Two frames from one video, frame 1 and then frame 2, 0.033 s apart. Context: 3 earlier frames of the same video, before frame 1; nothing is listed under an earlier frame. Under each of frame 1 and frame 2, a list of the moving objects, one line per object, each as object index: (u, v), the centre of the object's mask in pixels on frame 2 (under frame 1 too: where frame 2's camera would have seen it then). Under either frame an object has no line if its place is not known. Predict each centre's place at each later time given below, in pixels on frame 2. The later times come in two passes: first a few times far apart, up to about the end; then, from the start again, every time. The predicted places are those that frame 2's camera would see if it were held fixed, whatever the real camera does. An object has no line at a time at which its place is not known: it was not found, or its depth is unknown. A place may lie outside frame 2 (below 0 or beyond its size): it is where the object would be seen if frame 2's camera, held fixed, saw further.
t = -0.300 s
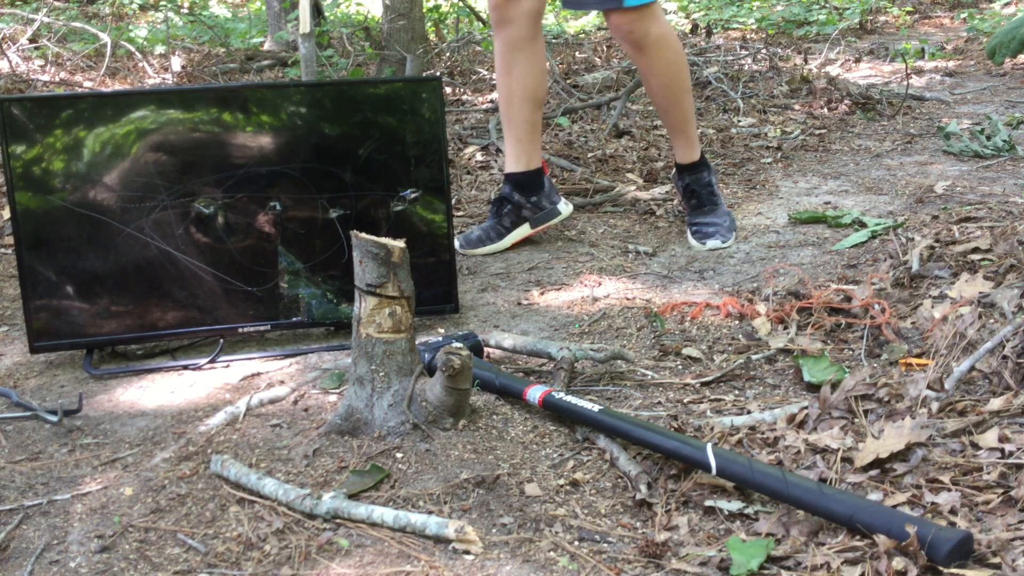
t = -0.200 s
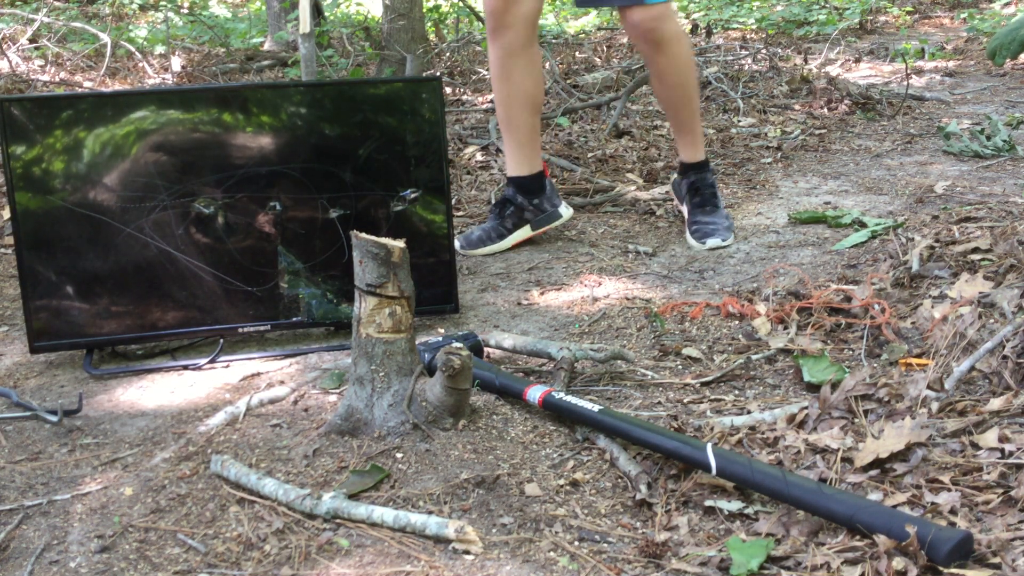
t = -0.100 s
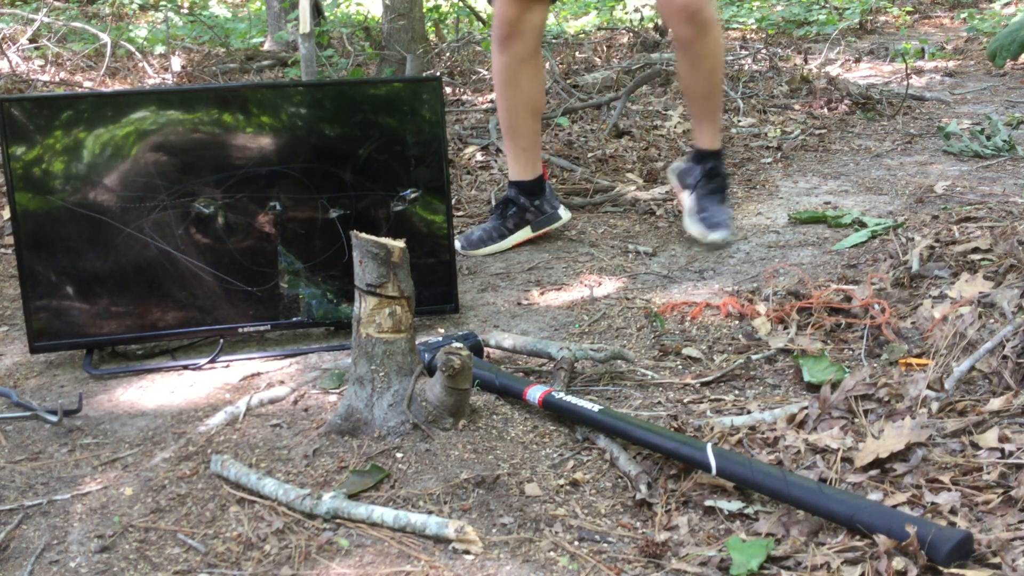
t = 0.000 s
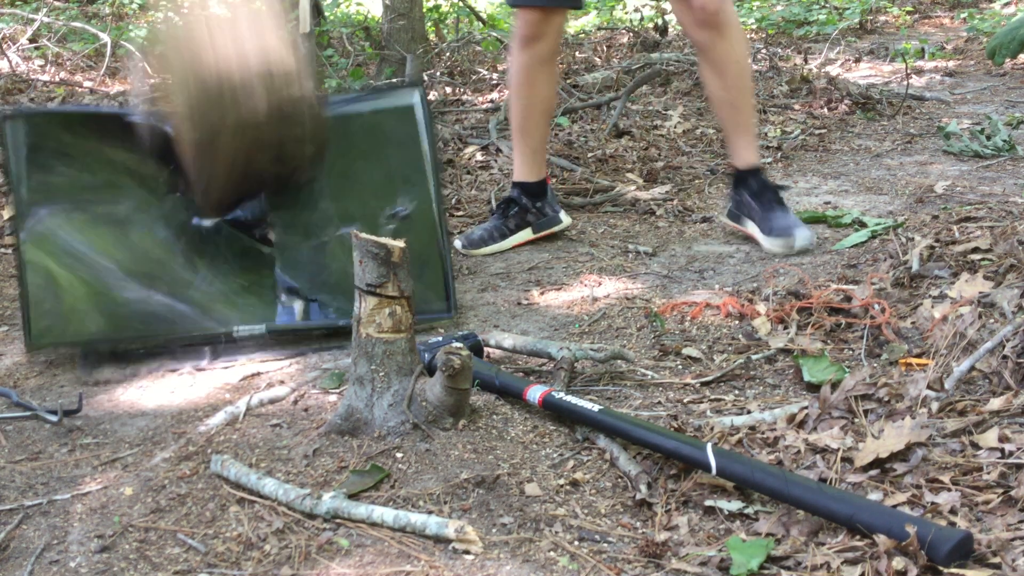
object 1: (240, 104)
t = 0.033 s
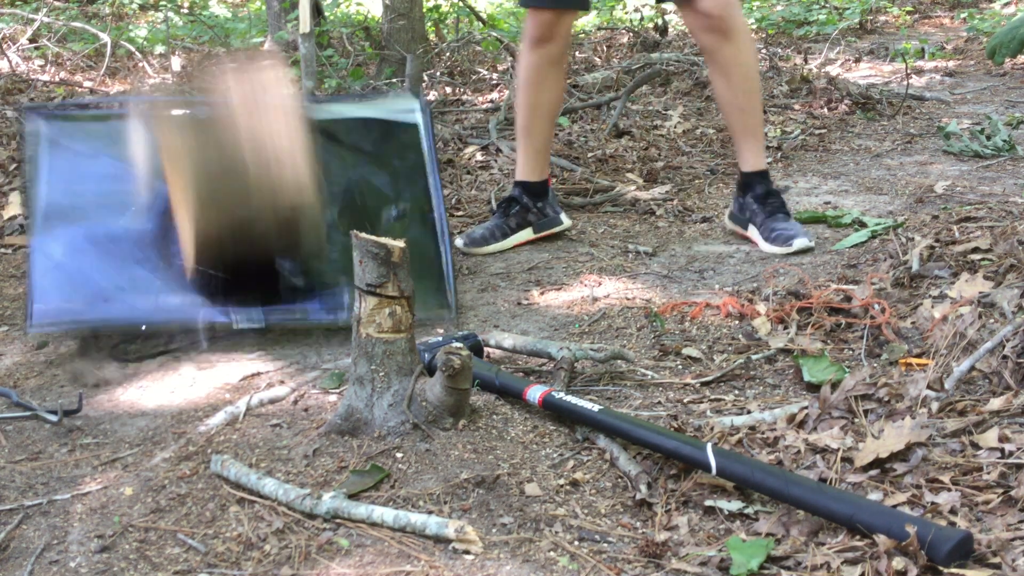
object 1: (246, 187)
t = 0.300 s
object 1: (175, 312)
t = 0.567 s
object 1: (94, 347)
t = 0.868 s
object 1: (92, 350)
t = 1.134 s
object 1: (93, 351)
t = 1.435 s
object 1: (93, 351)
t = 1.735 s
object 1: (93, 351)
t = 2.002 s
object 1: (93, 351)
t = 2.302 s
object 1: (93, 351)
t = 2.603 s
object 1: (93, 351)
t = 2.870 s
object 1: (93, 351)
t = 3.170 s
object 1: (93, 351)
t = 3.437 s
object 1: (93, 351)
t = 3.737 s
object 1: (93, 351)
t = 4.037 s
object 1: (93, 351)
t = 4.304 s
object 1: (93, 351)
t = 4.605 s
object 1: (93, 351)
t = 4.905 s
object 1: (93, 351)
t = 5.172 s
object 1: (93, 351)
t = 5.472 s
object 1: (93, 351)
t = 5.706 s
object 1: (93, 351)
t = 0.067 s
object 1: (246, 267)
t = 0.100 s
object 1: (231, 303)
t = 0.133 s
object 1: (221, 292)
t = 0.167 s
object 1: (209, 284)
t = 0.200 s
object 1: (201, 281)
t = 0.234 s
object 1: (192, 283)
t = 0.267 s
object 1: (184, 290)
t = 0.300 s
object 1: (175, 312)
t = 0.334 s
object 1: (159, 328)
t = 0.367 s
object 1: (144, 328)
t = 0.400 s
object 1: (134, 330)
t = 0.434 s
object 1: (121, 332)
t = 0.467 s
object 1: (112, 335)
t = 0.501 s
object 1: (104, 339)
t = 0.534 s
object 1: (98, 343)
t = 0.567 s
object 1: (94, 347)
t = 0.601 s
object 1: (91, 348)
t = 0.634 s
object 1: (90, 348)
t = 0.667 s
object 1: (90, 348)
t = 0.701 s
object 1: (91, 349)
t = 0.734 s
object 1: (92, 351)
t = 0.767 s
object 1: (93, 351)
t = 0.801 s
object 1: (93, 351)
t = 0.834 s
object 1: (92, 351)
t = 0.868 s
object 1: (92, 350)
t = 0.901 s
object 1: (92, 351)
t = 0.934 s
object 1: (93, 351)
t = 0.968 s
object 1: (93, 351)
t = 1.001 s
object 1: (93, 351)
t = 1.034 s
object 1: (93, 351)
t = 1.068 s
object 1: (93, 351)
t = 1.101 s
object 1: (93, 351)
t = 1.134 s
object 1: (93, 351)
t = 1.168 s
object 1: (93, 351)
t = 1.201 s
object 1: (93, 351)
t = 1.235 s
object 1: (93, 351)
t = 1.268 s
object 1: (93, 351)
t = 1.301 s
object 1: (92, 351)
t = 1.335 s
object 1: (93, 351)
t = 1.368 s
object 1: (93, 351)
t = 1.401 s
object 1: (93, 351)
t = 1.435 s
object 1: (93, 351)
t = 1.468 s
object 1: (93, 351)
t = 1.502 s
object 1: (92, 351)
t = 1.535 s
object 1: (93, 351)
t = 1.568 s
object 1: (93, 351)
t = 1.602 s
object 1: (93, 351)
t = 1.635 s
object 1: (93, 351)
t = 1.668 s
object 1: (93, 351)
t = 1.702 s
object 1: (93, 351)
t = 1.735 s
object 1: (93, 351)
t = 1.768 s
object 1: (93, 351)
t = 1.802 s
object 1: (93, 351)
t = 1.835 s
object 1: (93, 351)
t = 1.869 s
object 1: (93, 351)
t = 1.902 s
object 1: (93, 351)
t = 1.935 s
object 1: (93, 351)
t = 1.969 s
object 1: (93, 351)
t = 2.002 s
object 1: (93, 351)
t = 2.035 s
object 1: (93, 351)
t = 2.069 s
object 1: (93, 351)
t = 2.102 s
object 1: (93, 351)
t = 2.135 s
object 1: (93, 351)
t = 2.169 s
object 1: (93, 351)
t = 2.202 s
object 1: (93, 351)
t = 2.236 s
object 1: (93, 351)
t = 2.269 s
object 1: (93, 351)
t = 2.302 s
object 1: (93, 351)
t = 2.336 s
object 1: (93, 351)
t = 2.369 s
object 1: (93, 351)
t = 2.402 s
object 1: (93, 351)
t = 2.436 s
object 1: (93, 351)
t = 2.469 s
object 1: (93, 351)
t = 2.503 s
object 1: (93, 351)
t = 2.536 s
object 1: (93, 351)
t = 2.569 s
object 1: (93, 351)
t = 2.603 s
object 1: (93, 351)
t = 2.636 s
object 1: (93, 351)
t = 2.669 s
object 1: (93, 351)
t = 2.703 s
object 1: (93, 351)
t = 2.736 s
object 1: (93, 351)
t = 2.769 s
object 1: (93, 351)
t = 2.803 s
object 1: (93, 351)
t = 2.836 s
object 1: (93, 351)
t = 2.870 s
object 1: (93, 351)
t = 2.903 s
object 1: (93, 351)
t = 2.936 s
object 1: (93, 351)
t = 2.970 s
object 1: (93, 351)
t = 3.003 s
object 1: (93, 351)
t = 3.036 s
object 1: (93, 351)
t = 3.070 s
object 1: (93, 351)
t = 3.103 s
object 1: (93, 351)
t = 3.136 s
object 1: (93, 351)
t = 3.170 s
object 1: (93, 351)
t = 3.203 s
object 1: (93, 351)
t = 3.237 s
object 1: (93, 351)
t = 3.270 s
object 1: (93, 351)
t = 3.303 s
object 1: (93, 351)
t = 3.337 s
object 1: (93, 351)
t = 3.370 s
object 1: (93, 351)
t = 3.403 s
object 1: (93, 351)
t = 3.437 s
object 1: (93, 351)
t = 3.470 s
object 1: (93, 351)
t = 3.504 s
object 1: (93, 351)
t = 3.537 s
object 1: (93, 351)
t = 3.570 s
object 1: (93, 351)
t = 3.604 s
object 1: (93, 351)
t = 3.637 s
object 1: (93, 351)
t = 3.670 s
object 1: (93, 351)
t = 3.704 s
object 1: (93, 351)
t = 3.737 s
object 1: (93, 351)
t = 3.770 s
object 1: (93, 351)
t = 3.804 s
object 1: (93, 351)
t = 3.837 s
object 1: (93, 351)
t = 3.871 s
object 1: (93, 351)
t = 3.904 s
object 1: (93, 351)
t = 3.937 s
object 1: (93, 351)
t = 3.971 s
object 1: (93, 351)
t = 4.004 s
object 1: (93, 351)
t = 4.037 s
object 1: (93, 351)
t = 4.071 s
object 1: (93, 351)
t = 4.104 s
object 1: (93, 351)
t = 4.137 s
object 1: (93, 351)
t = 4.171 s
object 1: (93, 351)
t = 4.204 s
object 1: (93, 351)
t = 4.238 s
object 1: (93, 351)
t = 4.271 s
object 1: (93, 351)
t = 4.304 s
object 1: (93, 351)
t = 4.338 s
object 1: (93, 351)
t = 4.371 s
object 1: (93, 351)
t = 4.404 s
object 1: (93, 351)
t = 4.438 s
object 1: (93, 351)
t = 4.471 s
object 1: (93, 351)
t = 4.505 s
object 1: (93, 351)
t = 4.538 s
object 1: (93, 351)
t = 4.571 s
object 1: (93, 351)
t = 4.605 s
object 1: (93, 351)
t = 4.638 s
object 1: (93, 351)
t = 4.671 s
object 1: (93, 351)
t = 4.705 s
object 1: (93, 351)
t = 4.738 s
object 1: (93, 351)
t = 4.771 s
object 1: (93, 351)
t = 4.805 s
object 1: (93, 351)
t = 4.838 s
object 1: (93, 351)
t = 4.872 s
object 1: (93, 351)
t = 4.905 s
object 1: (93, 351)
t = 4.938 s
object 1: (93, 351)
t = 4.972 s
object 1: (93, 351)
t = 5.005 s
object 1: (93, 351)
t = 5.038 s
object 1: (93, 351)
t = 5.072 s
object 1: (93, 351)
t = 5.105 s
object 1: (93, 351)
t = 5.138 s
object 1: (93, 351)
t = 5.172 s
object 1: (93, 351)
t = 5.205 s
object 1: (93, 351)
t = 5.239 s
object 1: (93, 351)
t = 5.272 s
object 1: (93, 351)
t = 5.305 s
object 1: (93, 351)
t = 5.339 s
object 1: (93, 351)
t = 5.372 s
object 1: (93, 351)
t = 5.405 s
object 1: (93, 351)
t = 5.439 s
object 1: (93, 351)
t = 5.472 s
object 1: (93, 351)
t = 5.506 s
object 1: (93, 351)
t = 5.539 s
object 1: (93, 351)
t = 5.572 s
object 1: (93, 351)
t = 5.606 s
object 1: (93, 351)
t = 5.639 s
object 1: (93, 351)
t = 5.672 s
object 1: (93, 351)
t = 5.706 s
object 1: (93, 351)
